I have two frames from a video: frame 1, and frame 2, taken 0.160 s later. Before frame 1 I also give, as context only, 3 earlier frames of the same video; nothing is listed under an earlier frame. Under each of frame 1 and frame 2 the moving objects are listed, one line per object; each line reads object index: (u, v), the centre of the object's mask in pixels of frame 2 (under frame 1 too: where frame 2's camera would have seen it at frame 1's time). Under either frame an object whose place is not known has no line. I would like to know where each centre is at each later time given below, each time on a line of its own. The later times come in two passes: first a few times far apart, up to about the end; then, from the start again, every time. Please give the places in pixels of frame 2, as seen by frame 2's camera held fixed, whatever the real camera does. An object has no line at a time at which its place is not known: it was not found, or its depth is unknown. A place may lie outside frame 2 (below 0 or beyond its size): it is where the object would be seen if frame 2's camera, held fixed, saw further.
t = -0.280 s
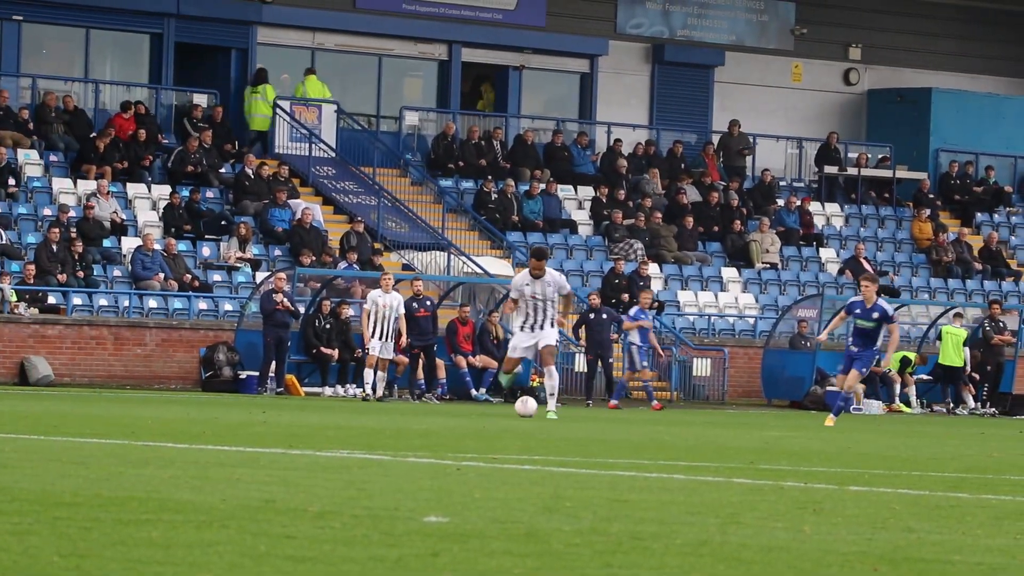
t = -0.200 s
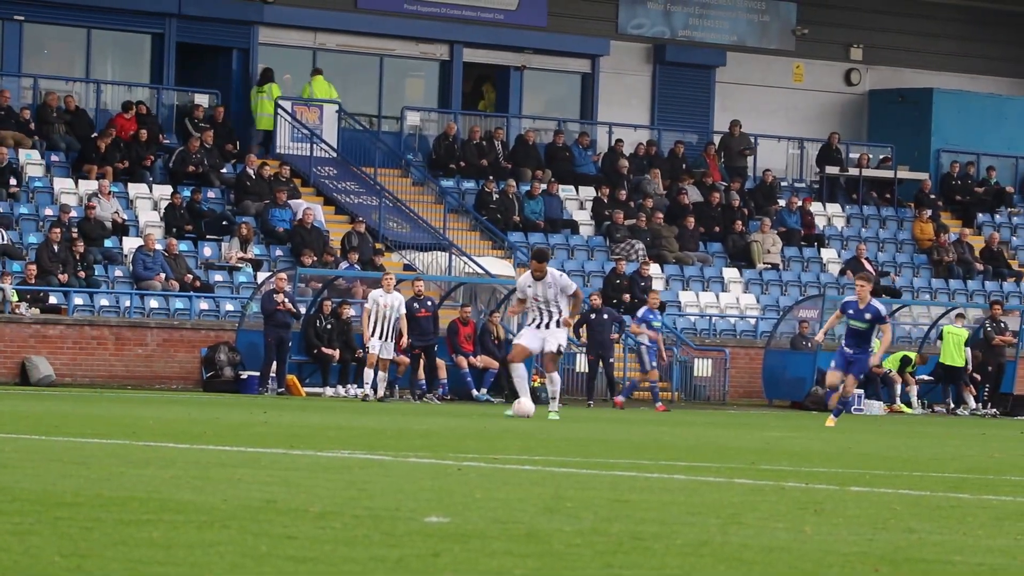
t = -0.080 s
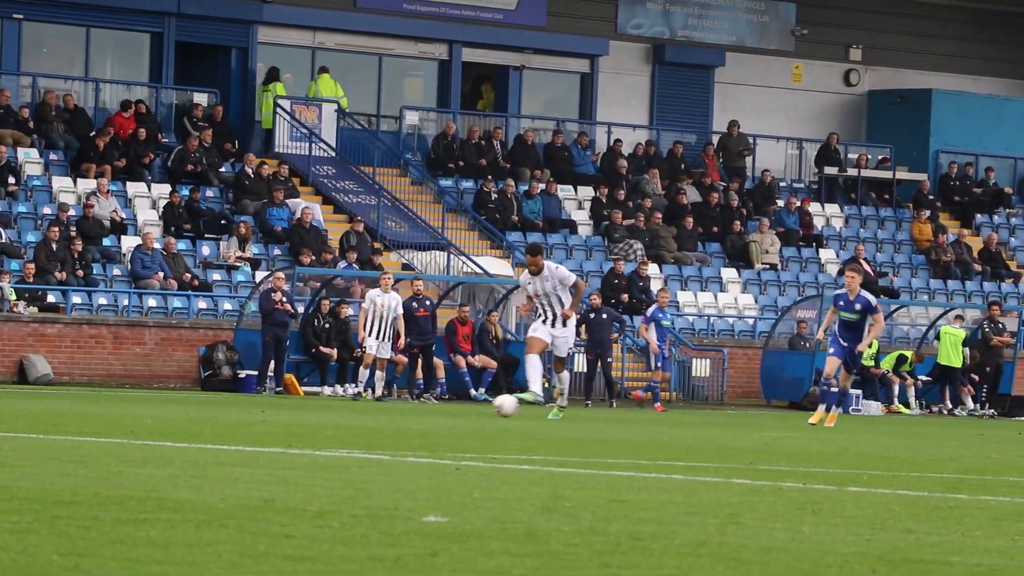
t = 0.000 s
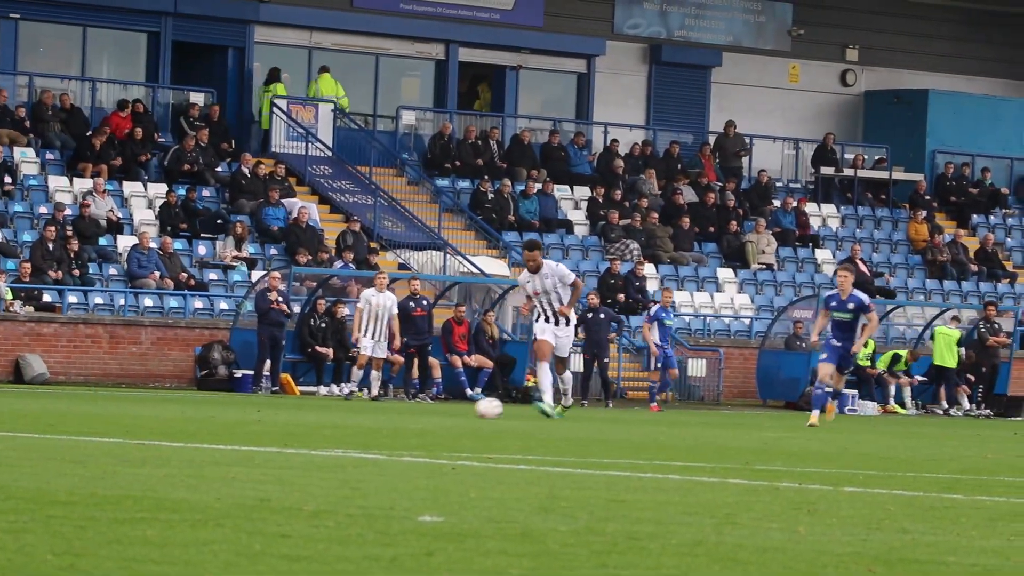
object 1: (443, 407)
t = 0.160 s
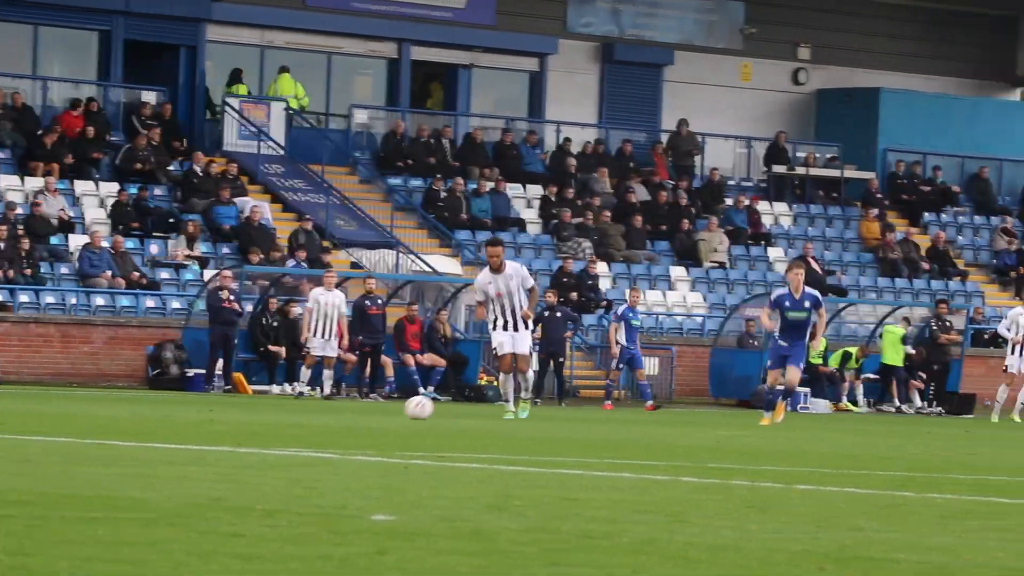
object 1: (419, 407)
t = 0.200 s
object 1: (413, 409)
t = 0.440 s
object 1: (376, 410)
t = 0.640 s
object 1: (344, 416)
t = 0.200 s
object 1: (413, 409)
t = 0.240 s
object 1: (407, 407)
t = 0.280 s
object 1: (401, 406)
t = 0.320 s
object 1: (394, 406)
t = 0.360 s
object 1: (389, 409)
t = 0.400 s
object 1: (382, 412)
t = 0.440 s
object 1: (376, 410)
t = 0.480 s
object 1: (369, 407)
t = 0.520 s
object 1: (362, 406)
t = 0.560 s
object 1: (355, 408)
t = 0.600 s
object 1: (348, 412)
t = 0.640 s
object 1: (344, 416)
